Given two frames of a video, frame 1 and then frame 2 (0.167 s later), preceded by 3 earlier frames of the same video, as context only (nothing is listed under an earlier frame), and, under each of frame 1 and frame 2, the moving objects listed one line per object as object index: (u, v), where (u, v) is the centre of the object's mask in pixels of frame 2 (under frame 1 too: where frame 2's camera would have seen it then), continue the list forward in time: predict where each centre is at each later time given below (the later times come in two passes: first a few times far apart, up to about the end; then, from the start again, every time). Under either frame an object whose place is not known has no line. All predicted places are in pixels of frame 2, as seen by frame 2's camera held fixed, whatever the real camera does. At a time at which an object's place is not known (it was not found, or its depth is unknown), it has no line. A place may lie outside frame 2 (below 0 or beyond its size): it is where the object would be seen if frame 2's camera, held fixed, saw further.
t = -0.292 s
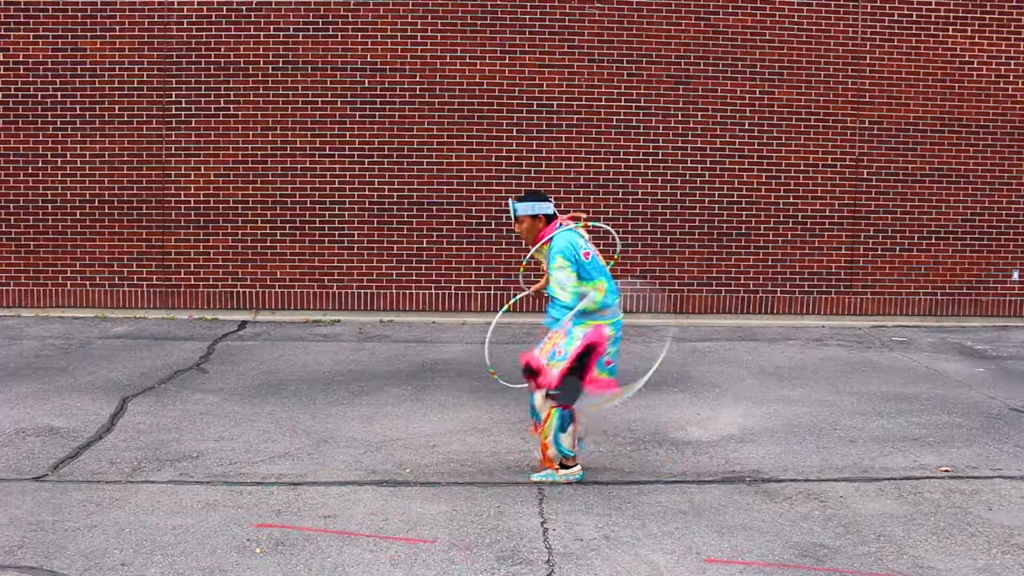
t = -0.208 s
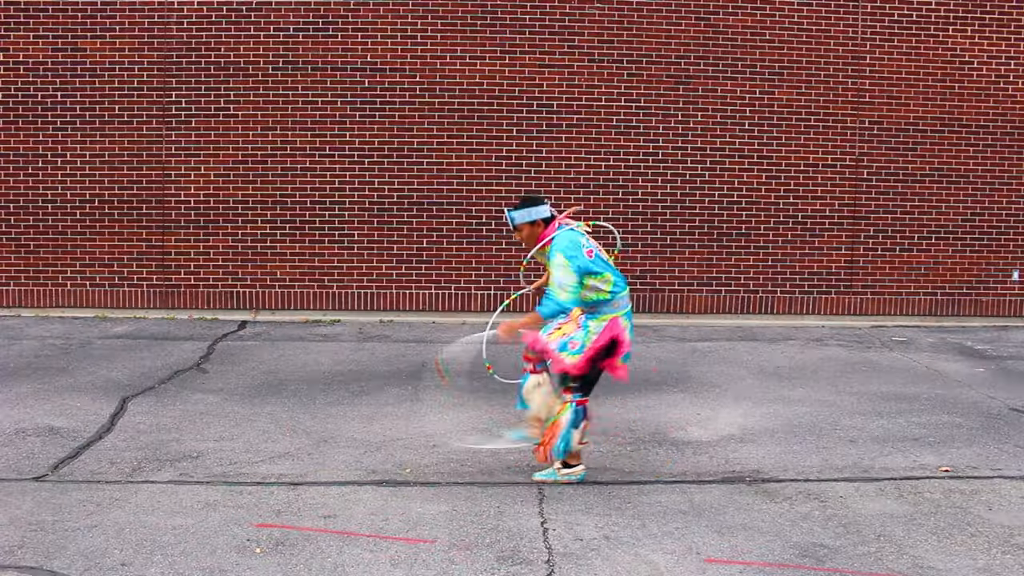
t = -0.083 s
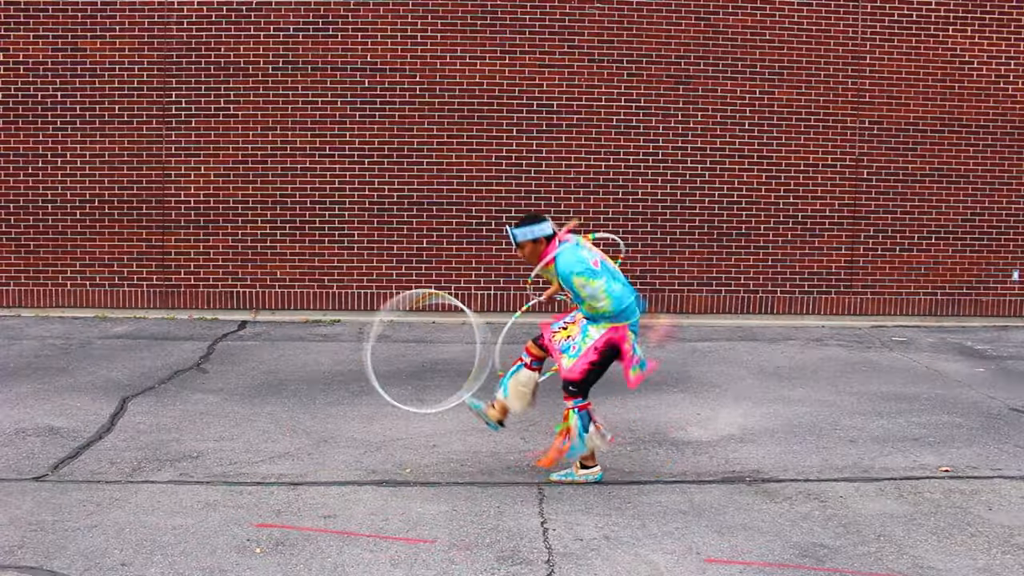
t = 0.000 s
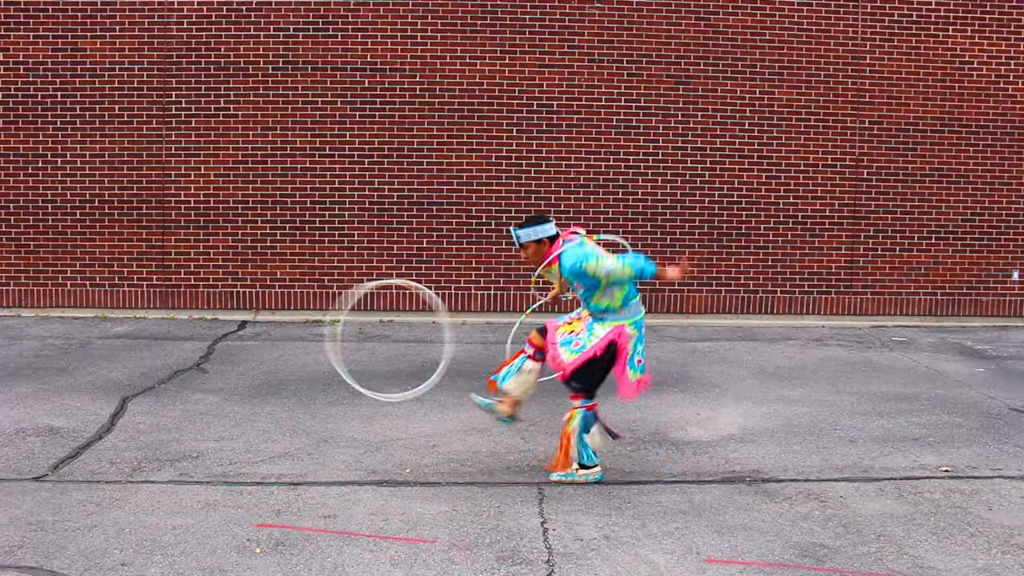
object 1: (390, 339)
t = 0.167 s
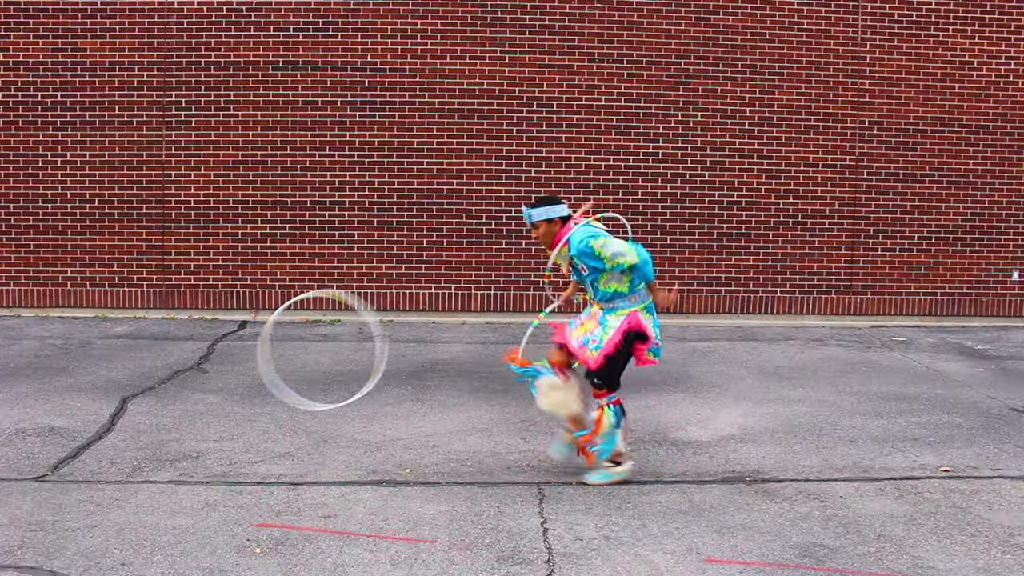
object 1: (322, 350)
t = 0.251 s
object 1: (289, 374)
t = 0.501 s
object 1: (229, 431)
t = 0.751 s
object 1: (224, 442)
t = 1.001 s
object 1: (267, 440)
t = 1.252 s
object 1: (357, 437)
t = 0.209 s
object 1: (304, 360)
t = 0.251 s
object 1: (289, 374)
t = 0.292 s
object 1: (273, 391)
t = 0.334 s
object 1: (258, 412)
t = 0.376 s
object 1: (241, 435)
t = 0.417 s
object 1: (233, 445)
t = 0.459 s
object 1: (230, 438)
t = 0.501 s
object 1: (229, 431)
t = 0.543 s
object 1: (226, 427)
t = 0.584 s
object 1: (225, 424)
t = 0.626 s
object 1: (224, 426)
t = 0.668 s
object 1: (223, 431)
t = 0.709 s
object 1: (223, 439)
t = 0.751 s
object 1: (224, 442)
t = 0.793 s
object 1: (230, 437)
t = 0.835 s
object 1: (236, 433)
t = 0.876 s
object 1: (243, 433)
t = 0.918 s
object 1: (250, 435)
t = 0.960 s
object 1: (257, 441)
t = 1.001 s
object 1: (267, 440)
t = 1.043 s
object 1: (279, 437)
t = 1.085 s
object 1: (293, 439)
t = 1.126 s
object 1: (307, 440)
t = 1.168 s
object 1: (324, 437)
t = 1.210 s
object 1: (341, 435)
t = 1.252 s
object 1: (357, 437)
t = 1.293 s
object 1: (375, 438)
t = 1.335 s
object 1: (398, 436)
